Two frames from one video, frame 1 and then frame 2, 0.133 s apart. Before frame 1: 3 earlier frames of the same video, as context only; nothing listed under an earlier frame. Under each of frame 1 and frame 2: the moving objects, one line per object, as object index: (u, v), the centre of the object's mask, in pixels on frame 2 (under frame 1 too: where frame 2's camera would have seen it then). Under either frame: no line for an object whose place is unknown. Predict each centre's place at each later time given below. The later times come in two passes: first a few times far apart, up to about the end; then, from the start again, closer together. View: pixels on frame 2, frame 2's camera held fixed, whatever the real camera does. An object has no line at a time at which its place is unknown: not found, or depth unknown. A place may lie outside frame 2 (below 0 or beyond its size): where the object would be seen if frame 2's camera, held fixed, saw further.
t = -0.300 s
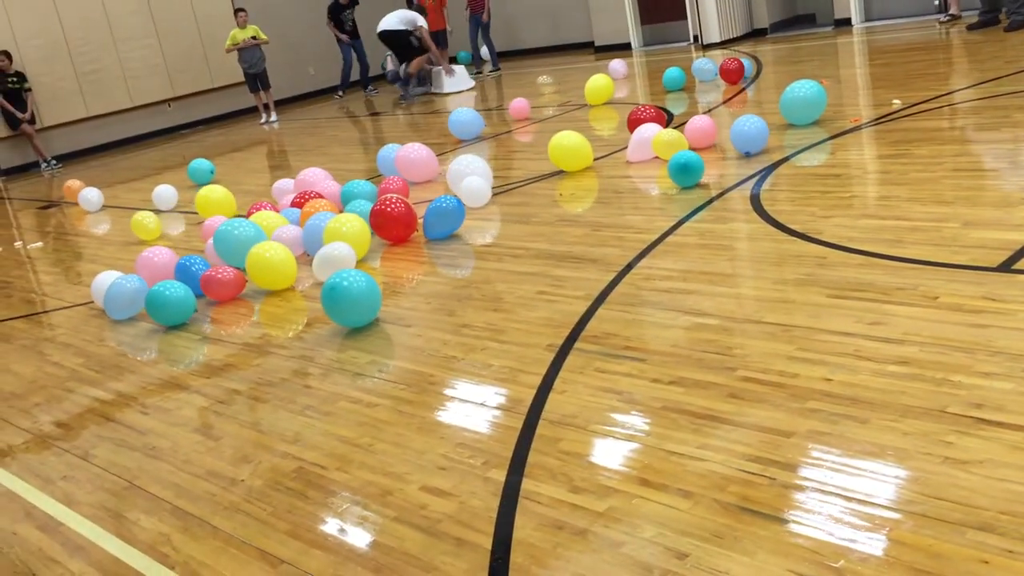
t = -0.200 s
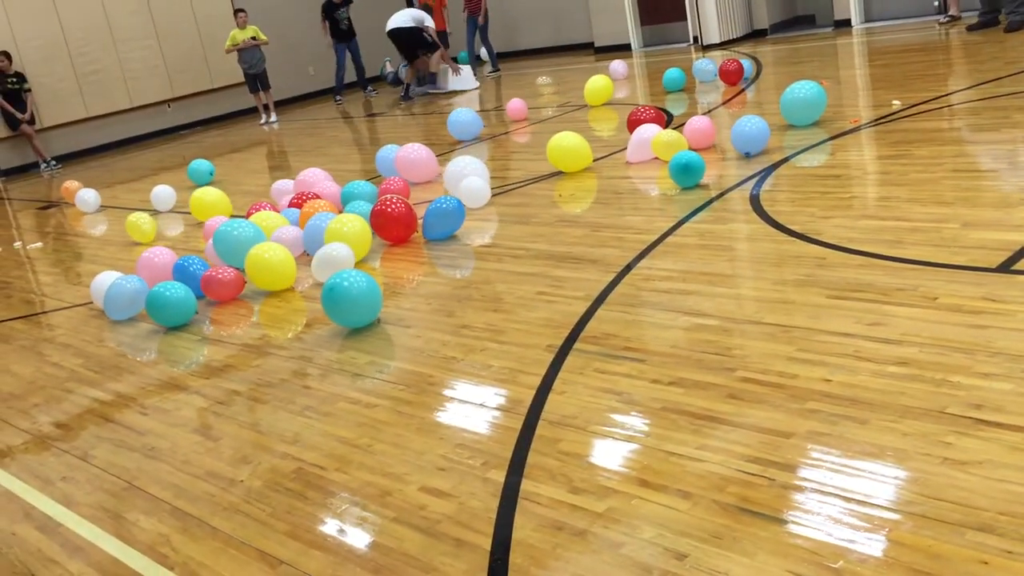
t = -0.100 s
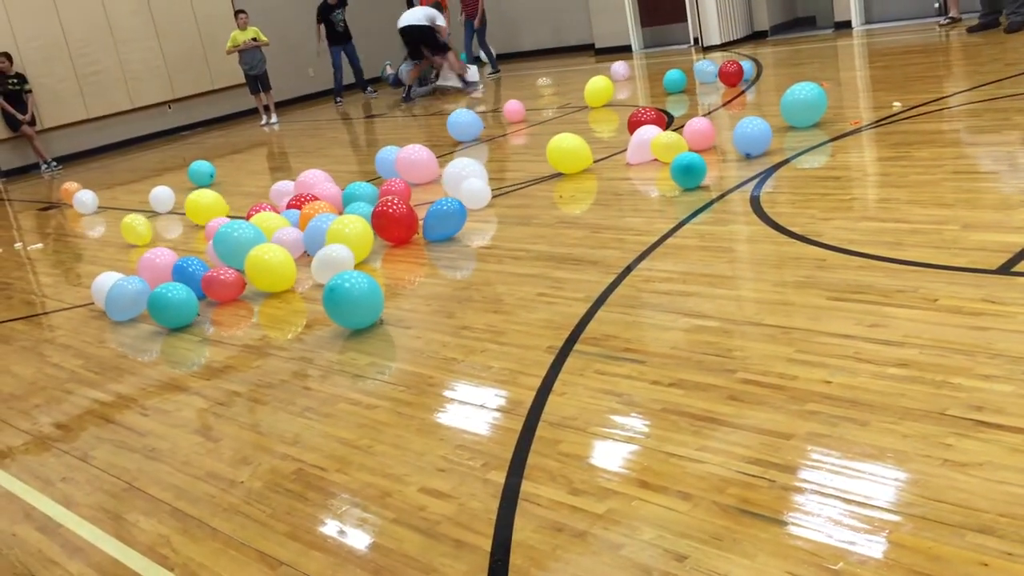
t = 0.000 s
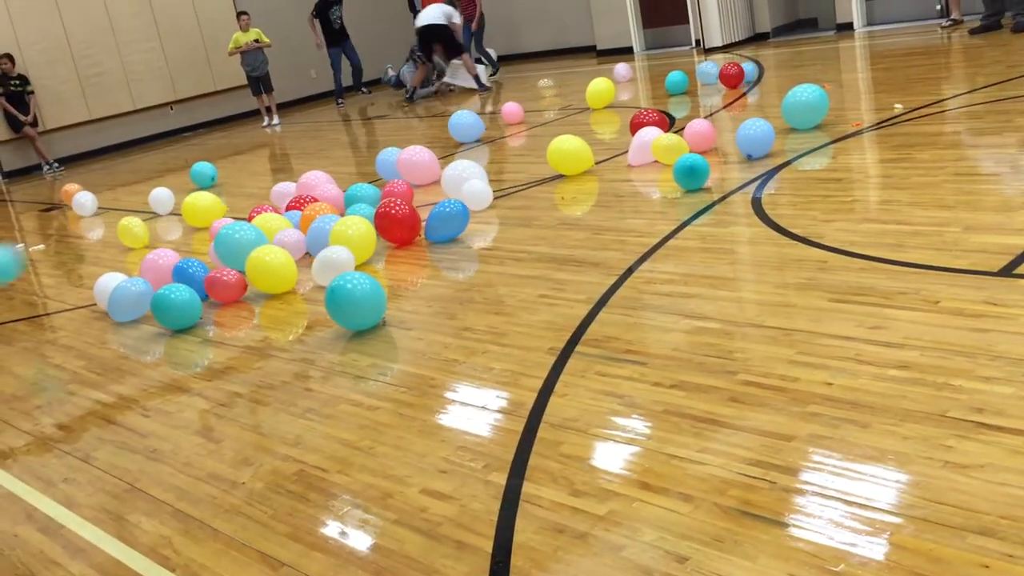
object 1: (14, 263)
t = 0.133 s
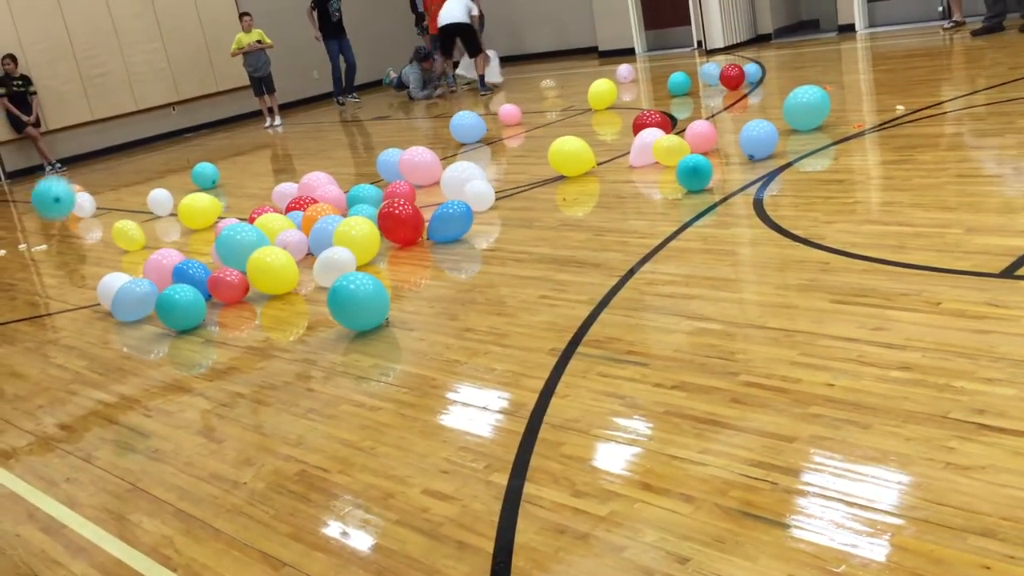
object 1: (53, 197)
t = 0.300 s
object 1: (70, 140)
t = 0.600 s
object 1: (104, 83)
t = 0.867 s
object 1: (135, 89)
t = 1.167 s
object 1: (168, 138)
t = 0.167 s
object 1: (57, 183)
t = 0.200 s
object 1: (61, 171)
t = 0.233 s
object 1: (64, 160)
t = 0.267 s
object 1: (67, 150)
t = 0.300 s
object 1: (70, 140)
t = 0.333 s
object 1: (74, 130)
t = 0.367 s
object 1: (77, 122)
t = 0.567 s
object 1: (101, 86)
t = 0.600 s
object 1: (104, 83)
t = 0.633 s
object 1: (108, 81)
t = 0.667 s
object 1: (112, 80)
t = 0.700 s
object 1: (116, 79)
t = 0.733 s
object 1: (120, 80)
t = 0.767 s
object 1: (124, 81)
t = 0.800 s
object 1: (128, 83)
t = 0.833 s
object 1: (131, 85)
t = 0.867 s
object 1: (135, 89)
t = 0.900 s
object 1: (139, 92)
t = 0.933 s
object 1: (143, 96)
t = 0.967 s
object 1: (147, 101)
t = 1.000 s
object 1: (150, 105)
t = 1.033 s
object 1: (154, 111)
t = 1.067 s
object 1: (158, 118)
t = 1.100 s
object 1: (161, 124)
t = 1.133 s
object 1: (164, 131)
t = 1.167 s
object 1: (168, 138)
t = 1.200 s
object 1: (171, 145)
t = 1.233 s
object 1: (175, 153)
